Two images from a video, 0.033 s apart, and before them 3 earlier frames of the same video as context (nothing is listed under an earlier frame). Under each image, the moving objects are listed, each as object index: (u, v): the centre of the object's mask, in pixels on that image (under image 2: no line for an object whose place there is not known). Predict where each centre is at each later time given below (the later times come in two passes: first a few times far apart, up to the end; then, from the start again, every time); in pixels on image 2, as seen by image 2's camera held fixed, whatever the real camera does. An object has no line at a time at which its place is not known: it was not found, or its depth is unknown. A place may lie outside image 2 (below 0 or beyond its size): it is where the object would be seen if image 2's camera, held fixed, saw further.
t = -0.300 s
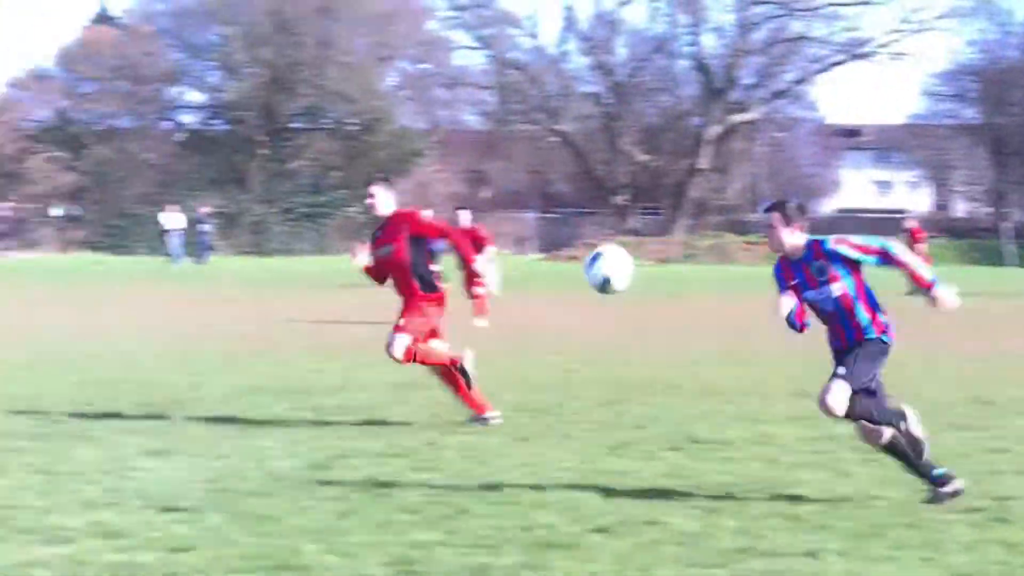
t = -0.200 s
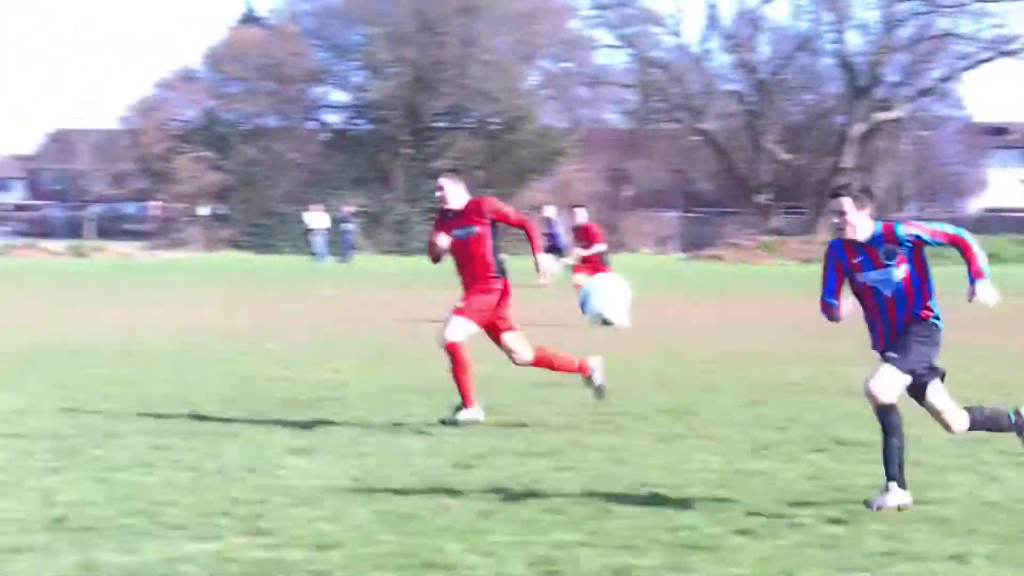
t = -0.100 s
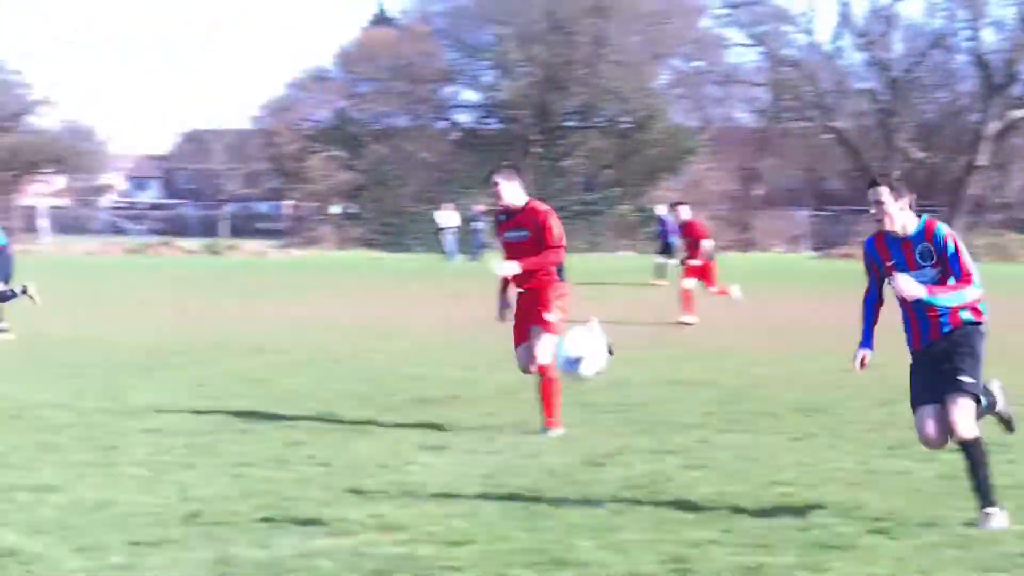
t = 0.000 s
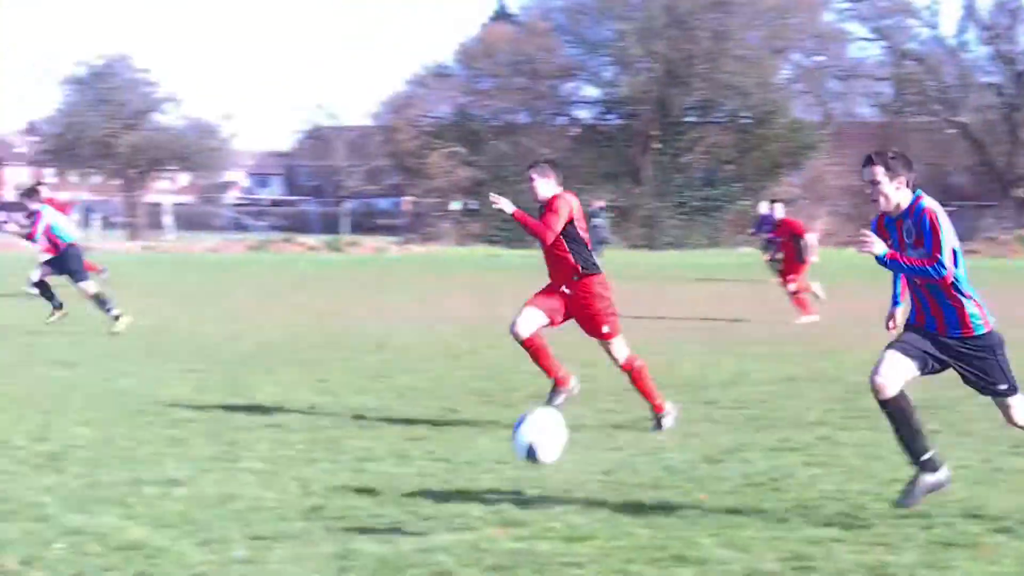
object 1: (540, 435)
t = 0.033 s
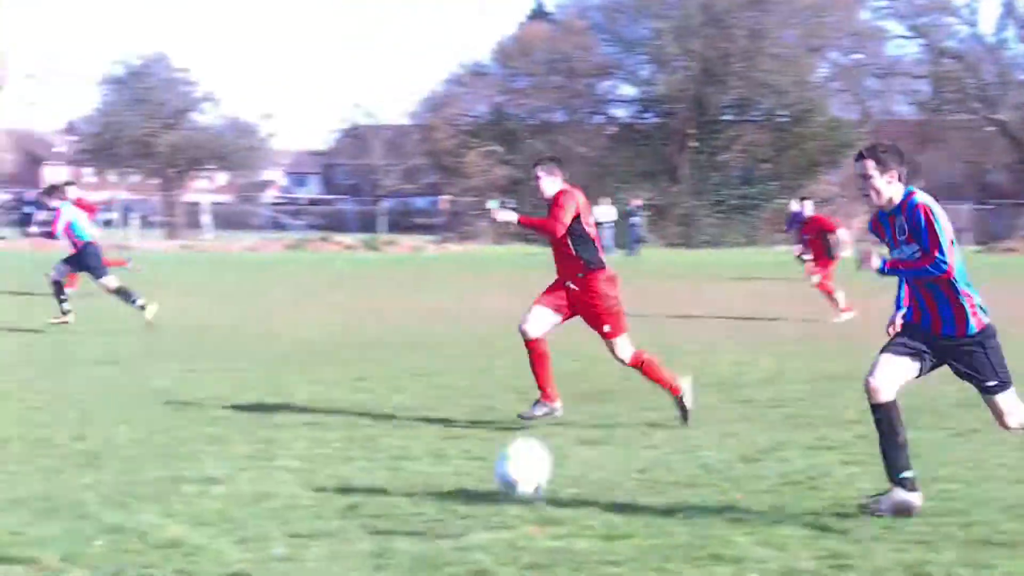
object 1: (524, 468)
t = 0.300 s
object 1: (73, 408)
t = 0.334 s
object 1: (11, 400)
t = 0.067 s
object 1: (466, 507)
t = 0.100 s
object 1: (411, 515)
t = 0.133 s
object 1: (355, 490)
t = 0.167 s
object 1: (300, 468)
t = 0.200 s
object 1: (244, 450)
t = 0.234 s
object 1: (190, 433)
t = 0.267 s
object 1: (132, 419)
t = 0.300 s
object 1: (73, 408)
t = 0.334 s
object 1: (11, 400)
